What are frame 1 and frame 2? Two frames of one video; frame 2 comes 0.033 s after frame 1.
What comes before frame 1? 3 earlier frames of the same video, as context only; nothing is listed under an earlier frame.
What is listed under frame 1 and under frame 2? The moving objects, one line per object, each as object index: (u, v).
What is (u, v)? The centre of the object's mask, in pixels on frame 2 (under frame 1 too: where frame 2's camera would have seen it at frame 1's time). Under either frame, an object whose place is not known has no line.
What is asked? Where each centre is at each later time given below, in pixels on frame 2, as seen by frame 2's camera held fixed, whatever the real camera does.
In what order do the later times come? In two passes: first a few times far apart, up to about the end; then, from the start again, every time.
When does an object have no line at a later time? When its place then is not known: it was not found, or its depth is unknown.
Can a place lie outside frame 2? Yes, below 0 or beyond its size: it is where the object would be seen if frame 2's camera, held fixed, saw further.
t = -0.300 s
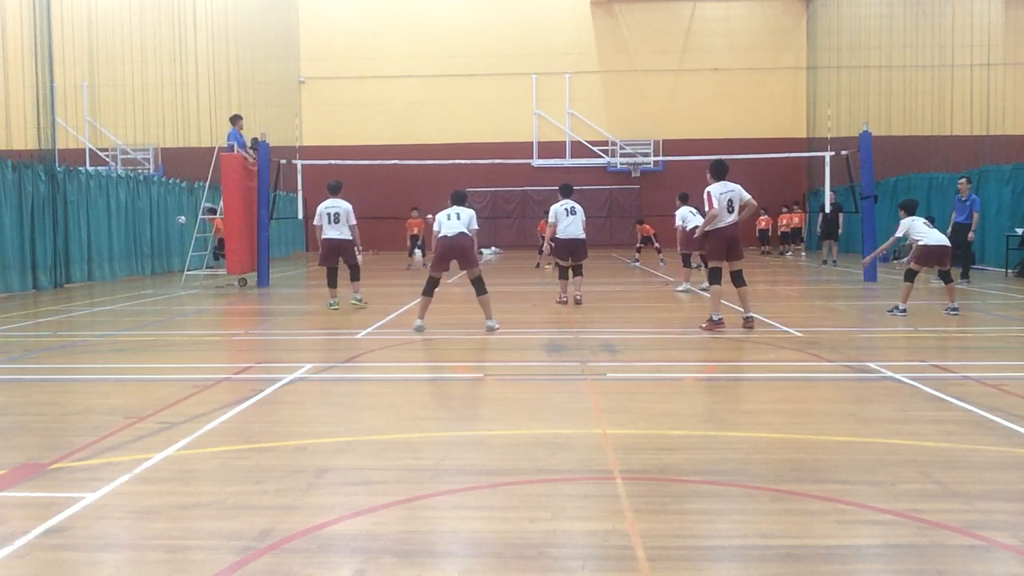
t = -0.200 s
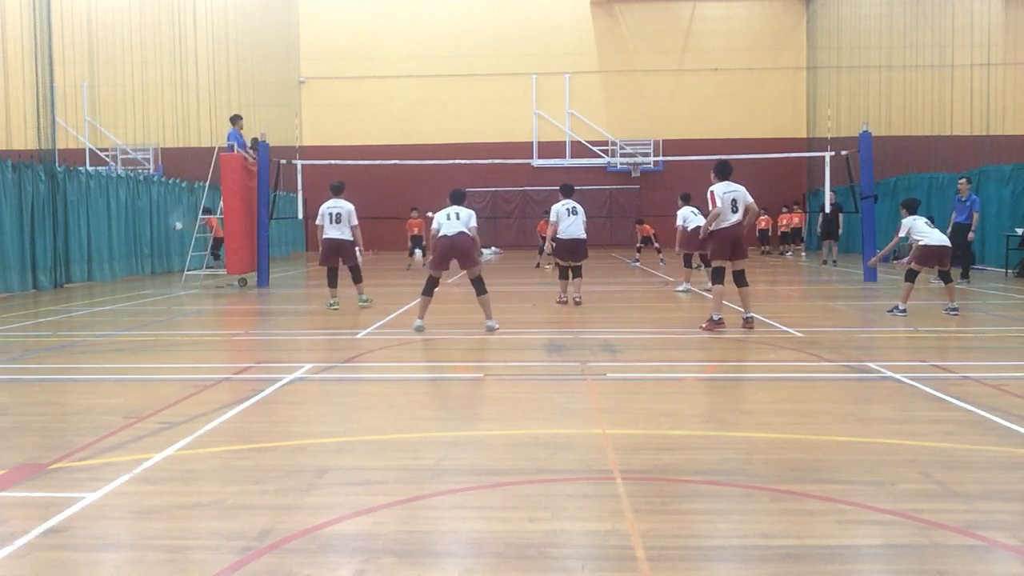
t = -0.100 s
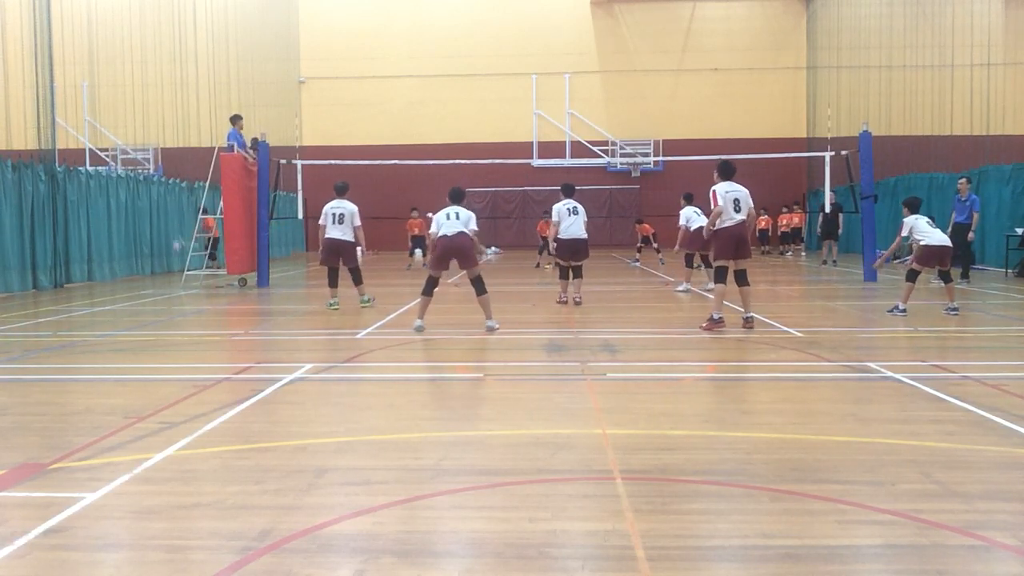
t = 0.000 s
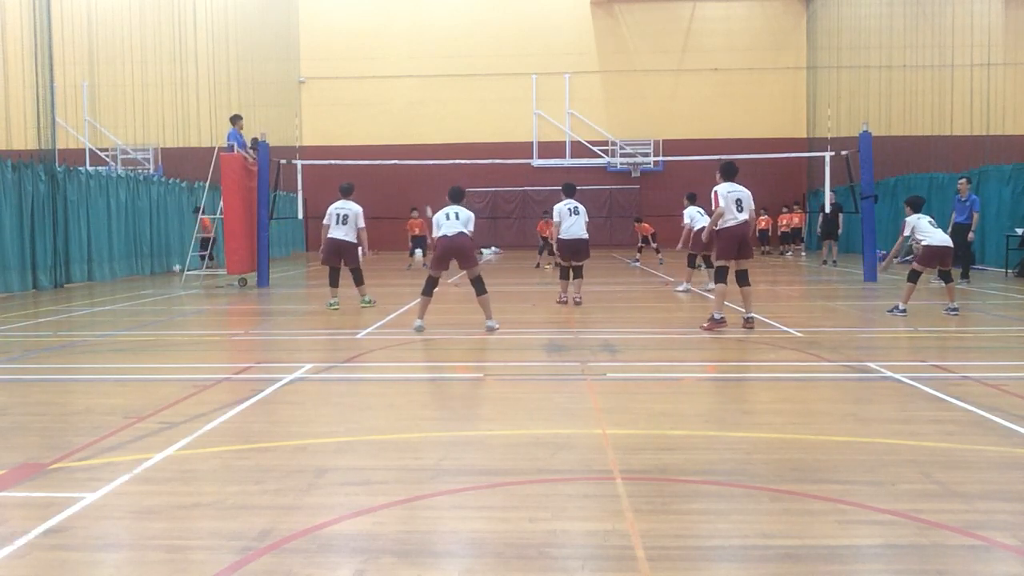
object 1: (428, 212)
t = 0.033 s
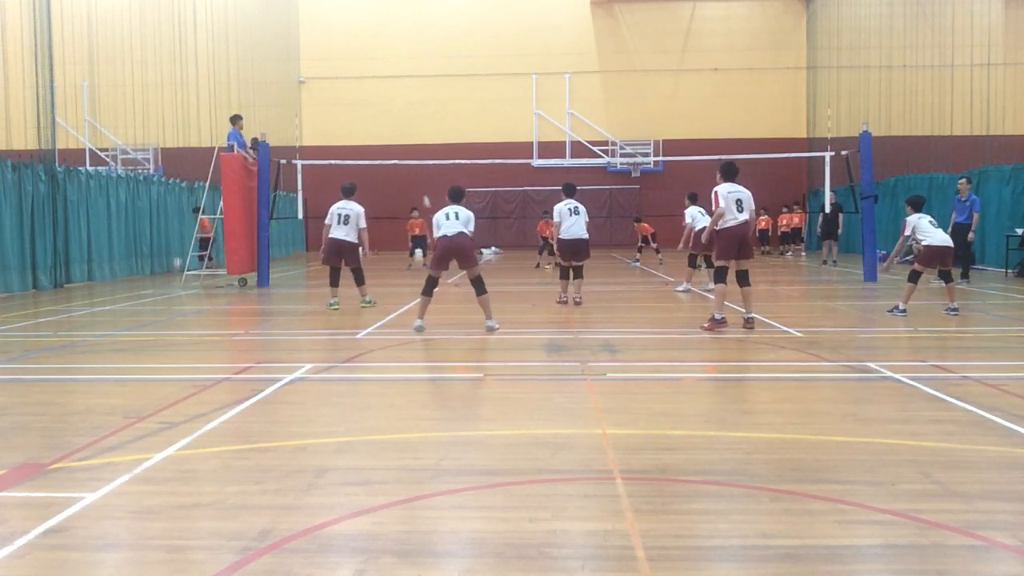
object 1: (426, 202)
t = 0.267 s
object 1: (410, 134)
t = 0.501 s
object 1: (394, 75)
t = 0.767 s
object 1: (373, 26)
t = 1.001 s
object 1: (351, 7)
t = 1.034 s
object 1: (348, 7)
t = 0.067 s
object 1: (424, 192)
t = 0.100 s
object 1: (421, 182)
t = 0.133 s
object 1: (419, 172)
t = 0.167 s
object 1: (416, 162)
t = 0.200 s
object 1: (414, 152)
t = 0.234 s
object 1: (412, 144)
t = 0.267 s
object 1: (410, 134)
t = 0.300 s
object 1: (407, 125)
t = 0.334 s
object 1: (406, 117)
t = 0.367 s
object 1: (402, 107)
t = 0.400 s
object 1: (401, 99)
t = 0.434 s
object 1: (399, 89)
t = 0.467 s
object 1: (397, 82)
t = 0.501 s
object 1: (394, 75)
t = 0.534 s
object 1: (391, 68)
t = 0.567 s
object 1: (389, 60)
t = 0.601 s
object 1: (386, 53)
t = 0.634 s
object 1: (384, 47)
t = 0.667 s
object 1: (381, 41)
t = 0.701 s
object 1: (378, 35)
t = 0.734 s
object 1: (375, 30)
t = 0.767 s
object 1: (373, 26)
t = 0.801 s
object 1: (370, 21)
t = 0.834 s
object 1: (367, 18)
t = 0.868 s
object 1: (364, 14)
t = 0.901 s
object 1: (361, 12)
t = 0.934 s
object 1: (357, 10)
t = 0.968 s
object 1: (354, 8)
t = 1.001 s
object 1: (351, 7)
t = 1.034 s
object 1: (348, 7)
